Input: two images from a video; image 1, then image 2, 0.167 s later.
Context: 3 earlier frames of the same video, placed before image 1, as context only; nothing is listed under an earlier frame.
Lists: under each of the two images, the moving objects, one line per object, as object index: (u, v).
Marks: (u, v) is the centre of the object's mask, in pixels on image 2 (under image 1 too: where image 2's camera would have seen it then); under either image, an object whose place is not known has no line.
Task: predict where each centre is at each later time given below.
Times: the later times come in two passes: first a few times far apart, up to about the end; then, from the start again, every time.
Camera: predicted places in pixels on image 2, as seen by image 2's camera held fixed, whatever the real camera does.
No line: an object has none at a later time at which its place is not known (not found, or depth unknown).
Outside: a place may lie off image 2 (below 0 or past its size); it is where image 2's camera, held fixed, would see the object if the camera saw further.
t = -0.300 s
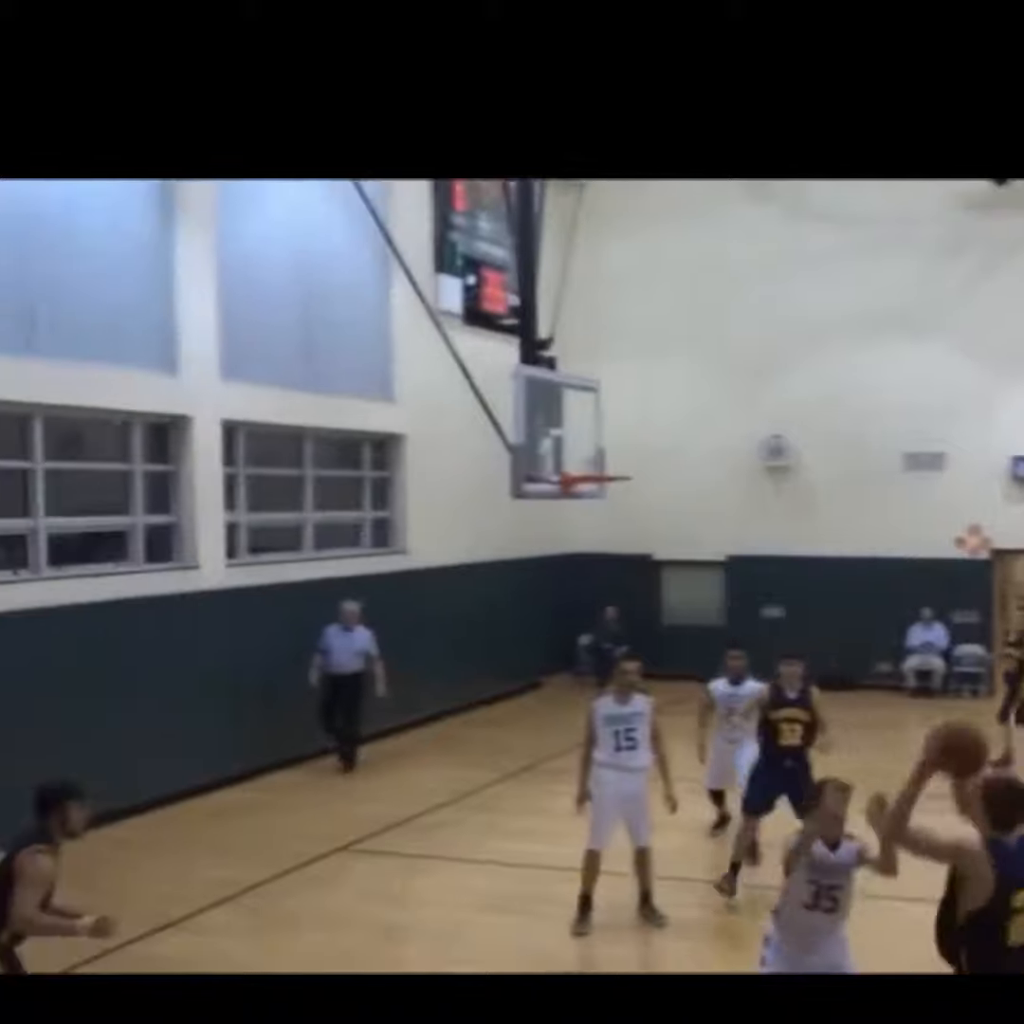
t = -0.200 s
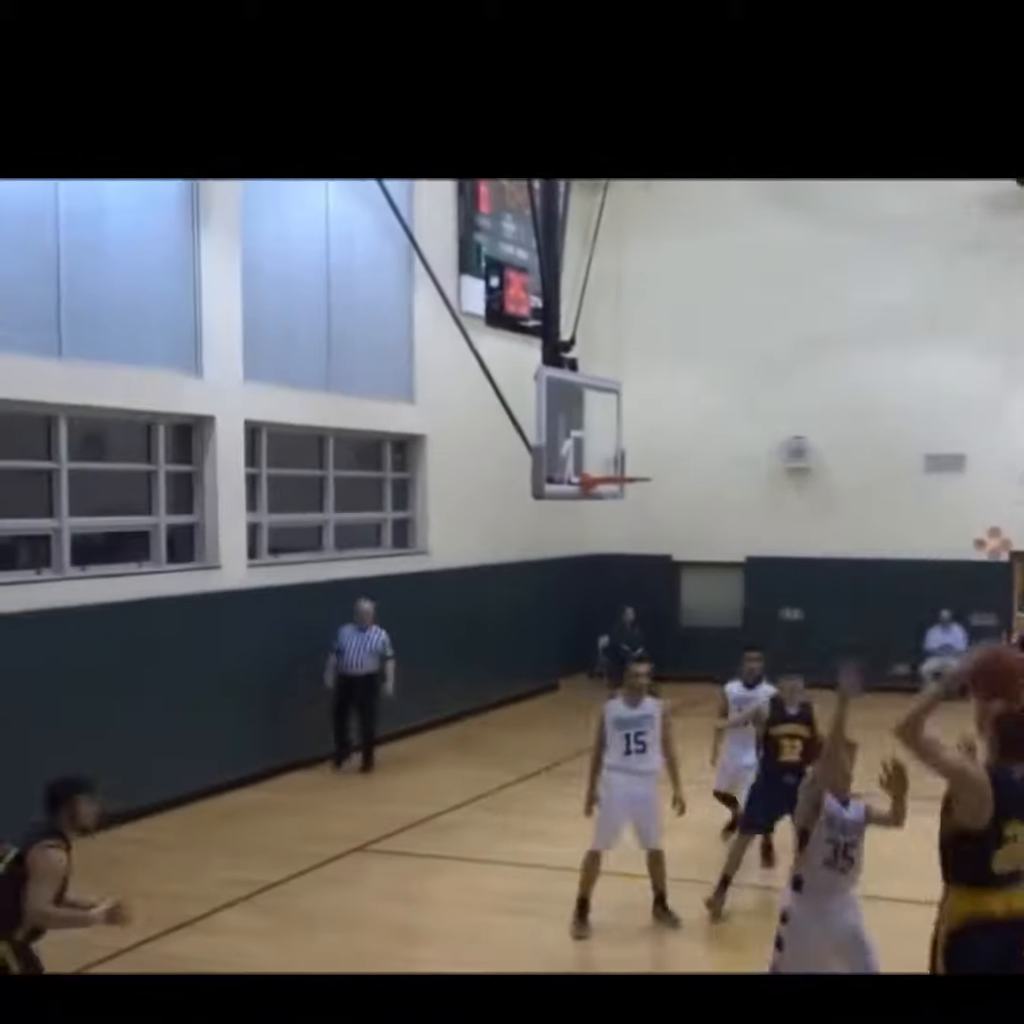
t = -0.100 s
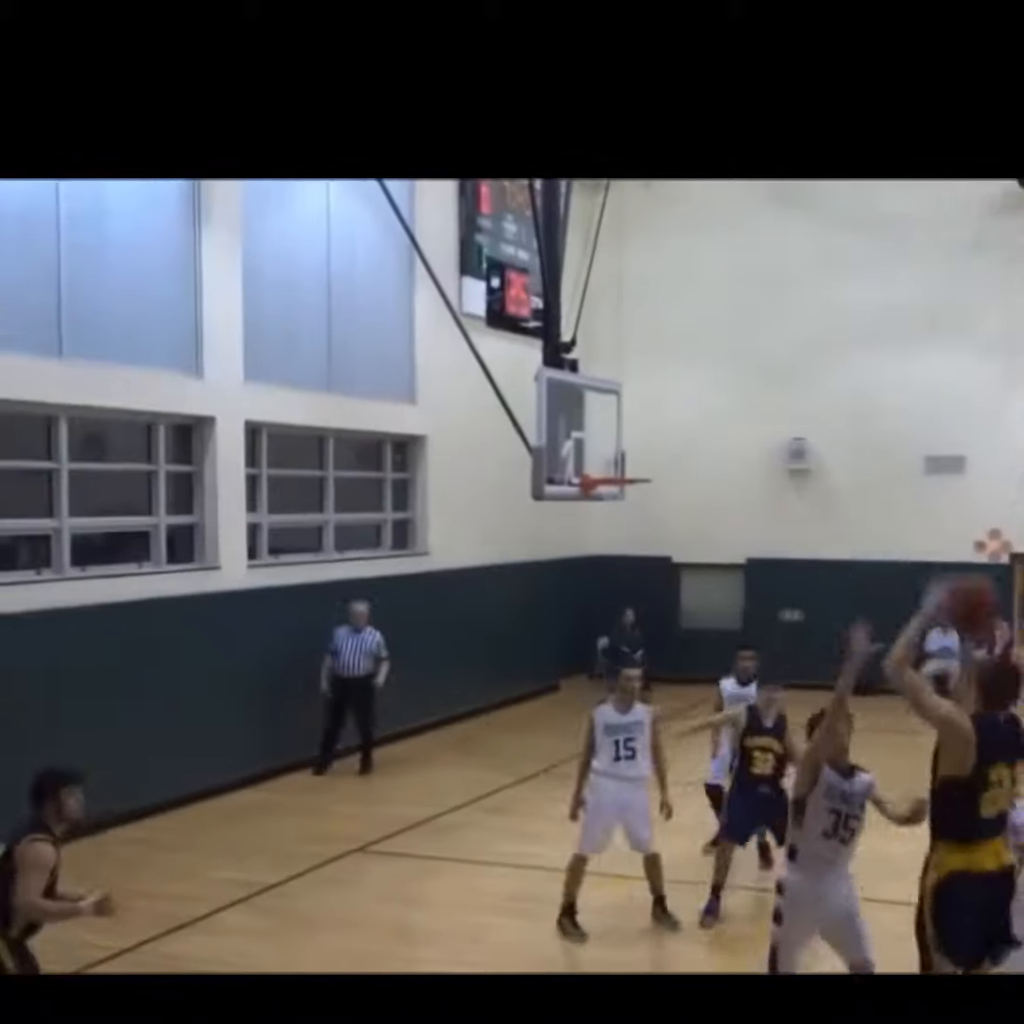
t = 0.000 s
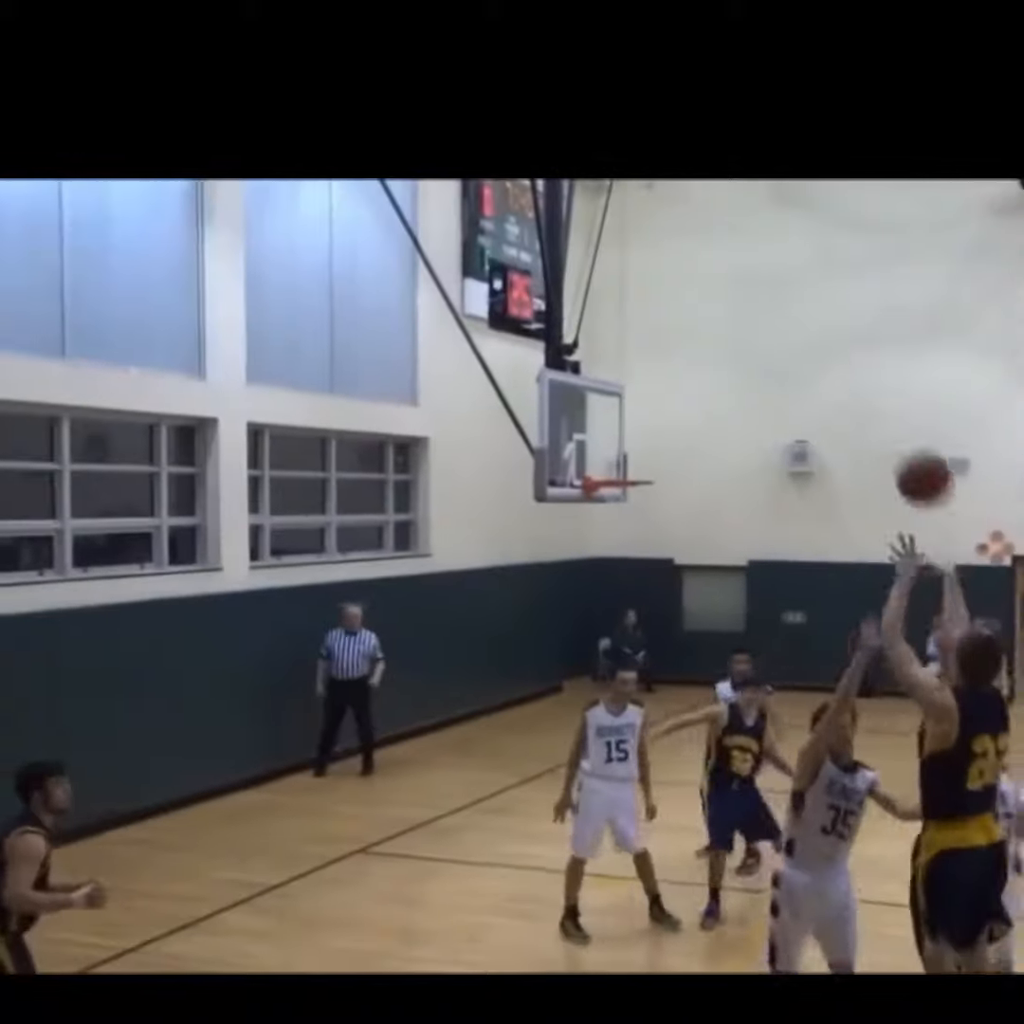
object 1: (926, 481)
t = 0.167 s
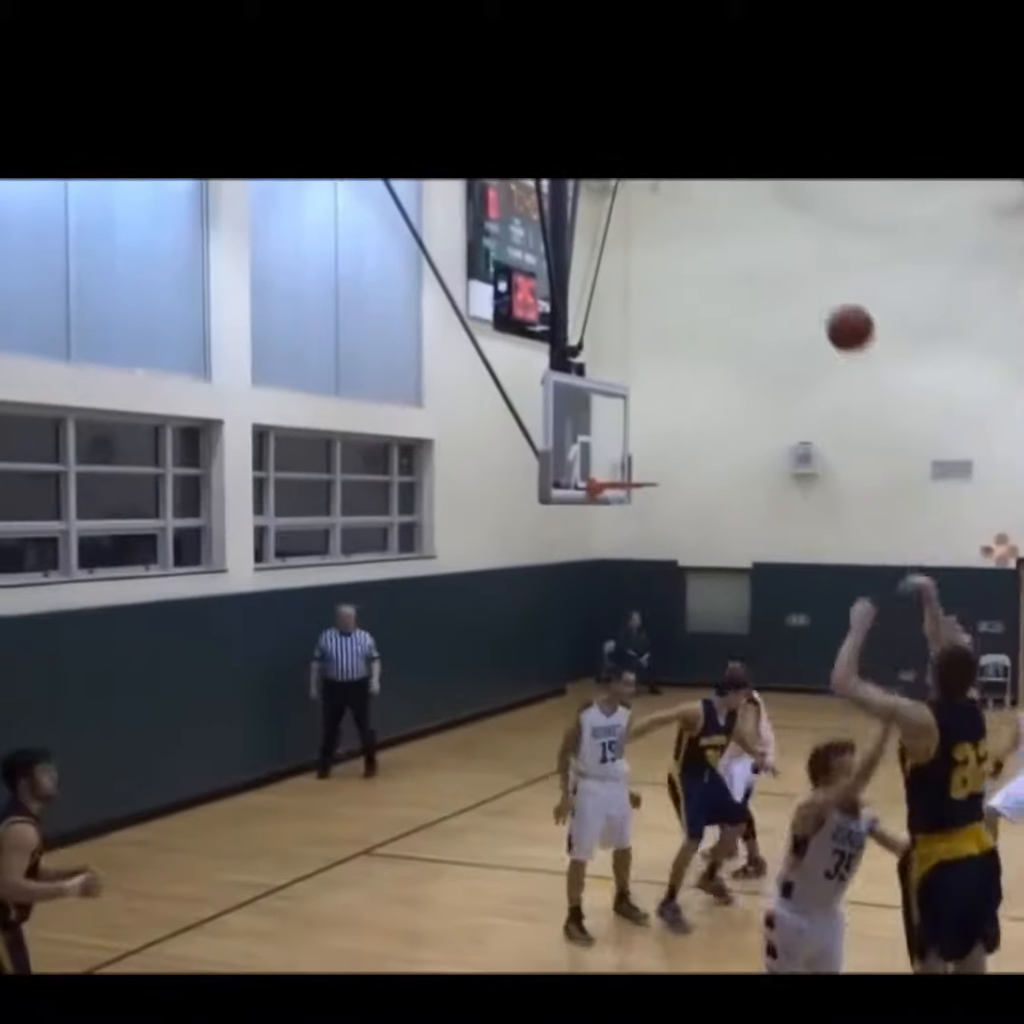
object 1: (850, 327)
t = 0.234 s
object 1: (824, 292)
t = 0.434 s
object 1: (760, 247)
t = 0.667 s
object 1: (704, 278)
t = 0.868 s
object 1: (667, 353)
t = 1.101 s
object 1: (636, 476)
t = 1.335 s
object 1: (620, 517)
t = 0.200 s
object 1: (837, 308)
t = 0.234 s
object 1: (824, 292)
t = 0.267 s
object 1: (812, 279)
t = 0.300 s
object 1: (801, 269)
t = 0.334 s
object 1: (790, 260)
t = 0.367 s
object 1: (780, 254)
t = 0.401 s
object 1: (770, 250)
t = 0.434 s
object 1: (760, 247)
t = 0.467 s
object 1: (751, 247)
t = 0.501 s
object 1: (743, 248)
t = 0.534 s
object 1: (735, 251)
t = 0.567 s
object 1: (726, 256)
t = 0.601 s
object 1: (719, 262)
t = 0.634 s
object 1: (711, 269)
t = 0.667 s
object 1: (704, 278)
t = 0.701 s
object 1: (697, 287)
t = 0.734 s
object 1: (691, 299)
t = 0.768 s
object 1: (684, 311)
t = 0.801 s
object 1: (678, 324)
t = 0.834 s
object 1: (672, 338)
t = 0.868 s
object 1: (667, 353)
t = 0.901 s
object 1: (661, 368)
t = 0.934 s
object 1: (656, 385)
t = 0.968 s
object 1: (652, 402)
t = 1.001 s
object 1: (646, 420)
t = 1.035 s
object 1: (641, 439)
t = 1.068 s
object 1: (638, 457)
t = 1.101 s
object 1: (636, 476)
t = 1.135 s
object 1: (629, 497)
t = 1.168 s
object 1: (626, 509)
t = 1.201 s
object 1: (624, 508)
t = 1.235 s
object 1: (624, 509)
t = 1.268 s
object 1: (622, 510)
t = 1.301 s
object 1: (621, 514)
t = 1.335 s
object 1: (620, 517)
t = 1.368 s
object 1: (619, 523)
